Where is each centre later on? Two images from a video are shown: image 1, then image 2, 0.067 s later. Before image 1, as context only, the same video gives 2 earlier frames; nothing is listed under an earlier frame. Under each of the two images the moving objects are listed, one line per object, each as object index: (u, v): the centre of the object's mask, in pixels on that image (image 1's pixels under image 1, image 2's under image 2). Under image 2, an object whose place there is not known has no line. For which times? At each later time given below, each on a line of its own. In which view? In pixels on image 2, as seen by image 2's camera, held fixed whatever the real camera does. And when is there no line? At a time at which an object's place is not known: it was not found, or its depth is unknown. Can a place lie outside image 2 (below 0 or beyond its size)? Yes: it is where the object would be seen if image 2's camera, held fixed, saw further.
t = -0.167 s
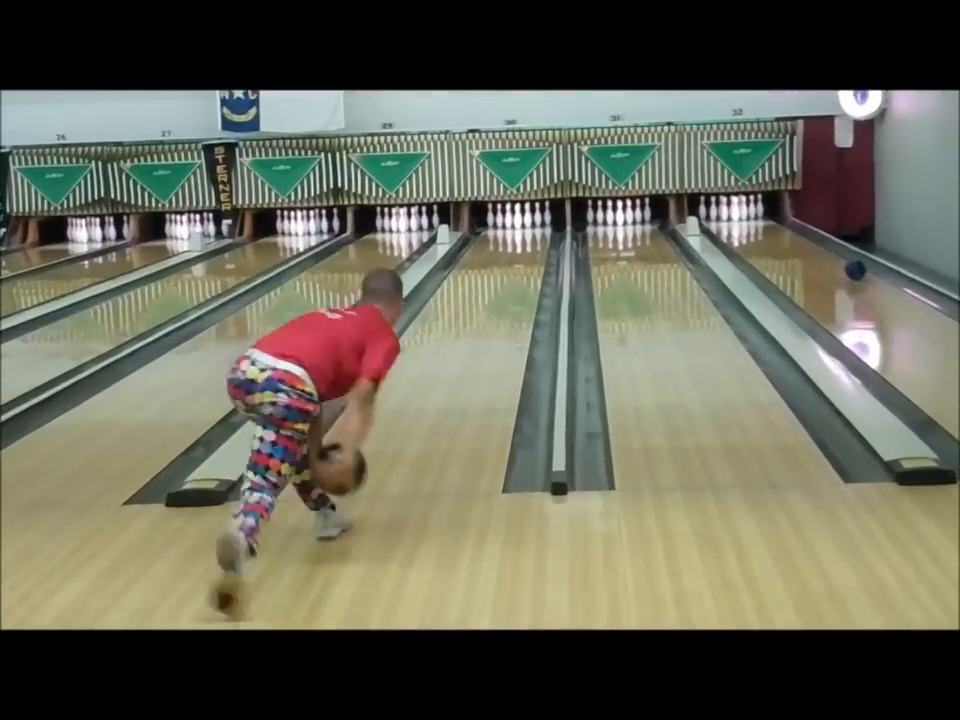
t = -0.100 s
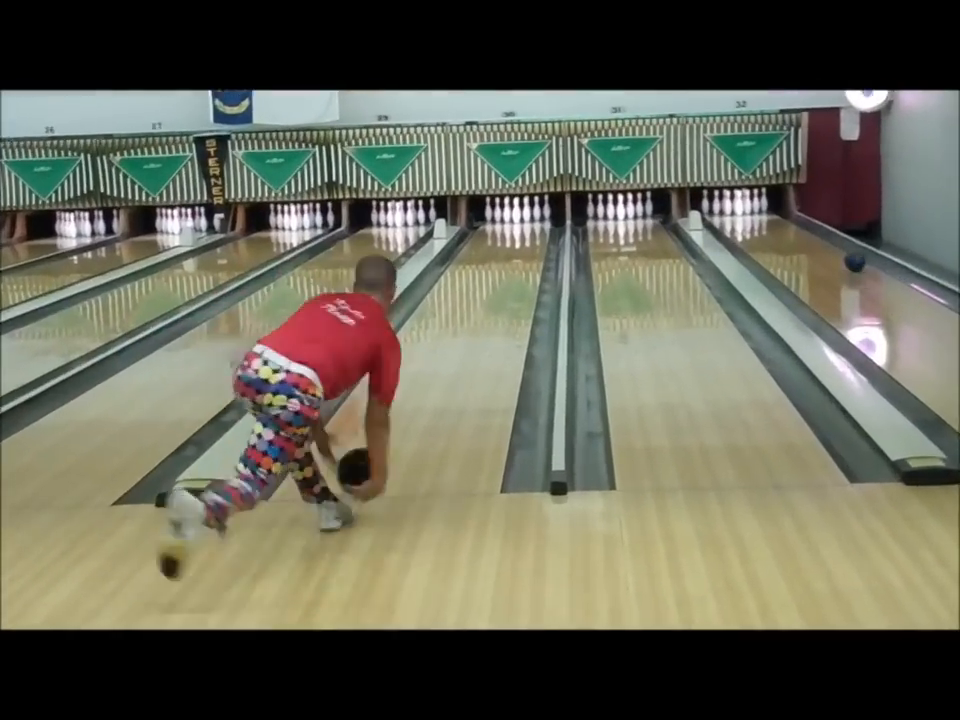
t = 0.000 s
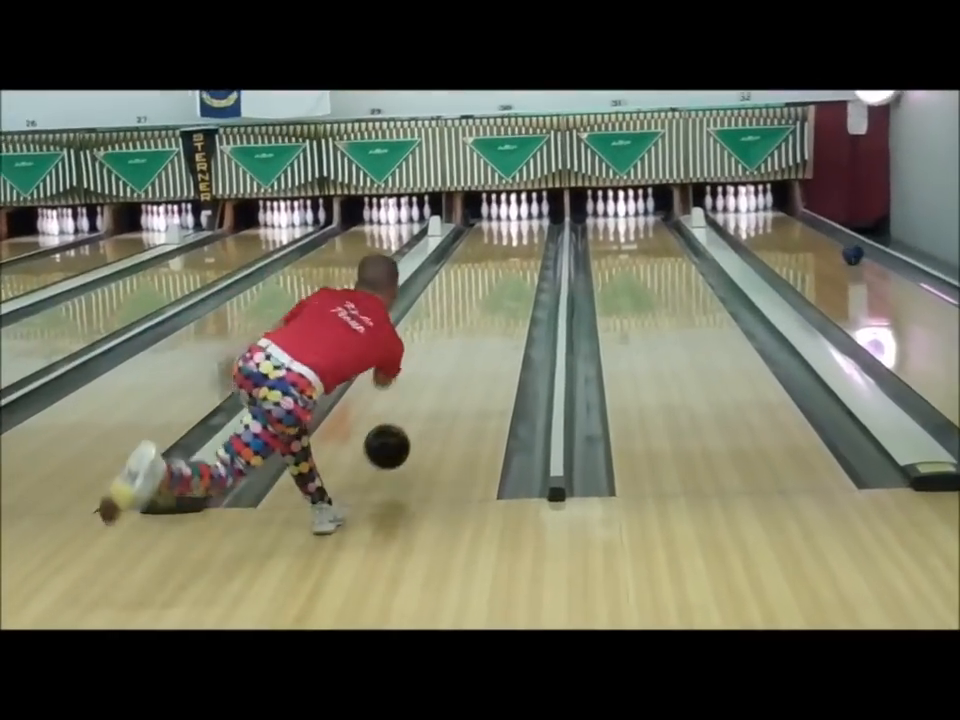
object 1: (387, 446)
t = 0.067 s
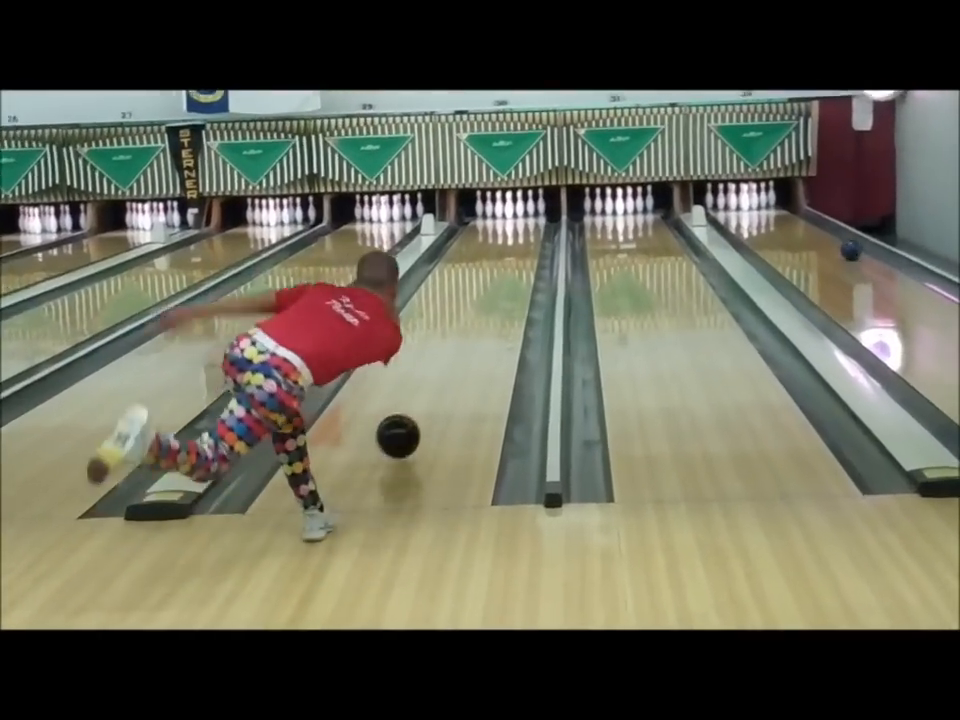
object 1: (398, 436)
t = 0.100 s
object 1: (407, 426)
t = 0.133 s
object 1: (414, 414)
